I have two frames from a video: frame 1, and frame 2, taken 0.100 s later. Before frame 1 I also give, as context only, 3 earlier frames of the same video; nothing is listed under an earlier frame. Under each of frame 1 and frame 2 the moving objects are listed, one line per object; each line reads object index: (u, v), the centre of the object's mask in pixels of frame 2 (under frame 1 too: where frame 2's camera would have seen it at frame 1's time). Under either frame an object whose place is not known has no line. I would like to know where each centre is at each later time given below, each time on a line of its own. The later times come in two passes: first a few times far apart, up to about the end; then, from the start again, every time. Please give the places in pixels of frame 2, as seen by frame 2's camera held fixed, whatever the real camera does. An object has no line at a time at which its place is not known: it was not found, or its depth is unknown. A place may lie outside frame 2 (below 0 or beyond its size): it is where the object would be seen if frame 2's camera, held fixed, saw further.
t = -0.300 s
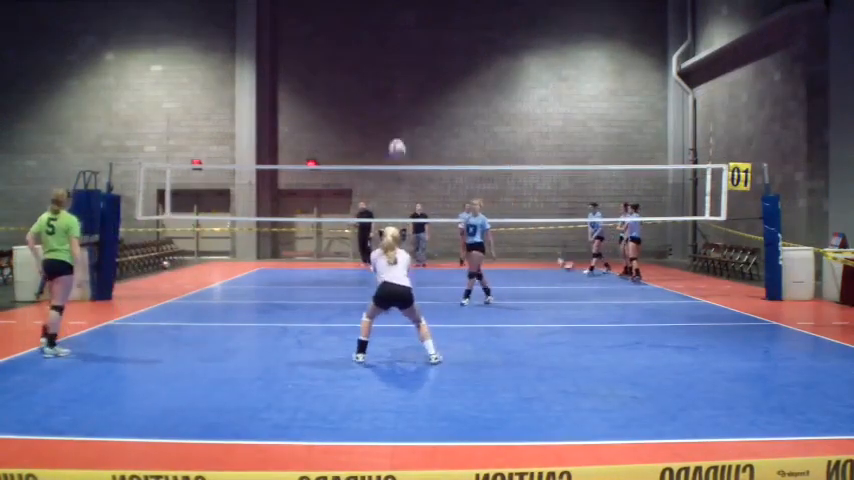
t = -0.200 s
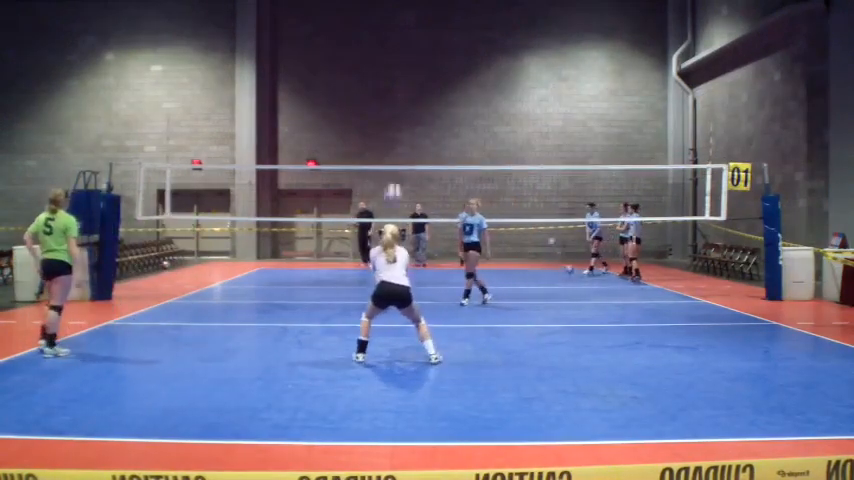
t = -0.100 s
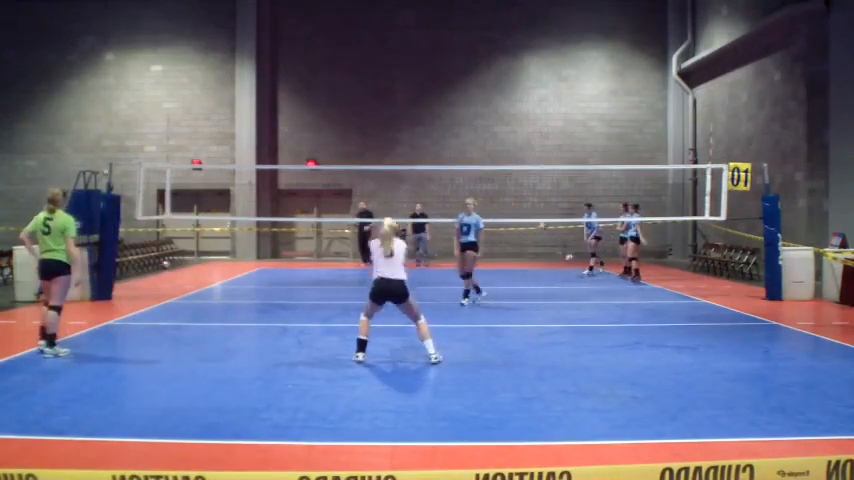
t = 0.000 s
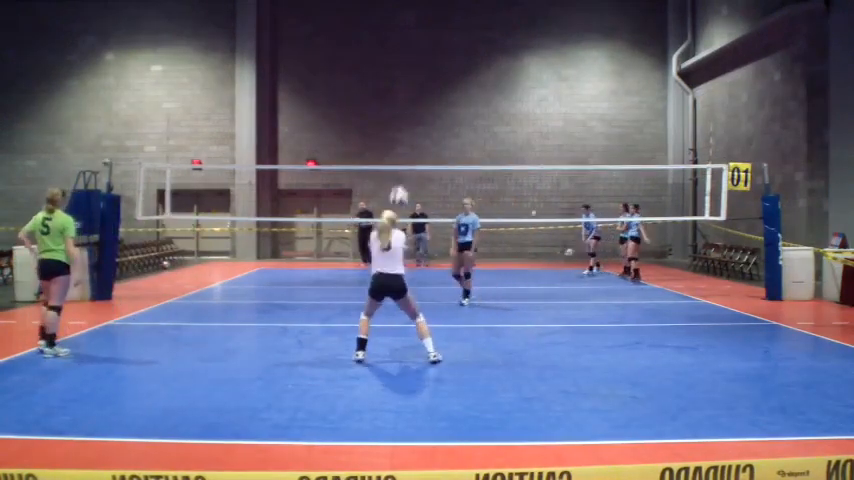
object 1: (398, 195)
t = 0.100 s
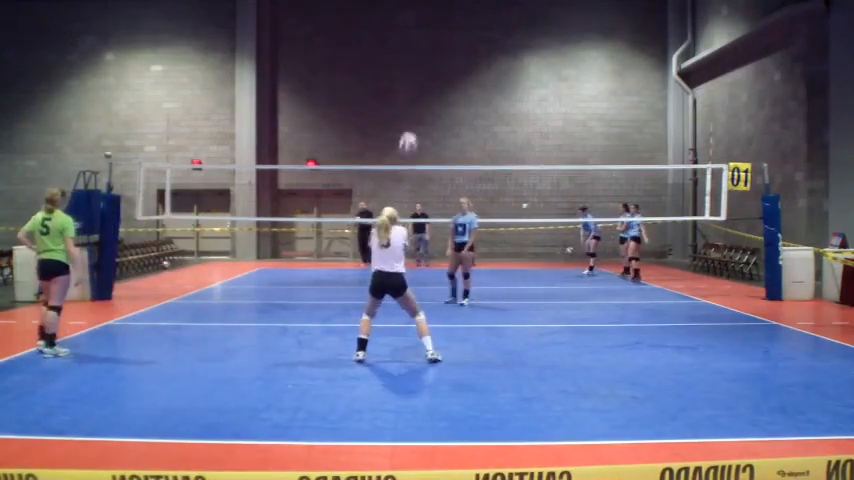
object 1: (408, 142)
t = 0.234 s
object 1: (420, 89)
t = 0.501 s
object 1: (440, 39)
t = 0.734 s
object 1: (455, 41)
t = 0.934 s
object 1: (465, 70)
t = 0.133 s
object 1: (411, 127)
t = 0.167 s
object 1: (415, 114)
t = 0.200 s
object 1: (417, 100)
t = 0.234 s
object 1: (420, 89)
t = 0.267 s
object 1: (423, 80)
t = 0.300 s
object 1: (426, 71)
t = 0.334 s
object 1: (428, 63)
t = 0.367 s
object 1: (431, 56)
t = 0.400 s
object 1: (433, 51)
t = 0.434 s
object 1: (436, 46)
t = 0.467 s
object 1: (438, 42)
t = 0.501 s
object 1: (440, 39)
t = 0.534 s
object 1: (442, 36)
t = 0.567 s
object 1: (444, 35)
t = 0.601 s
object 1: (446, 35)
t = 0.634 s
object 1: (448, 35)
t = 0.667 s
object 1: (451, 36)
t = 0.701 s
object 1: (453, 38)
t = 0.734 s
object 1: (455, 41)
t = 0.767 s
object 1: (457, 43)
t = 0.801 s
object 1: (459, 47)
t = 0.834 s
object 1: (460, 52)
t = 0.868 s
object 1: (462, 57)
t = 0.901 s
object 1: (463, 63)
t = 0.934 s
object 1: (465, 70)
